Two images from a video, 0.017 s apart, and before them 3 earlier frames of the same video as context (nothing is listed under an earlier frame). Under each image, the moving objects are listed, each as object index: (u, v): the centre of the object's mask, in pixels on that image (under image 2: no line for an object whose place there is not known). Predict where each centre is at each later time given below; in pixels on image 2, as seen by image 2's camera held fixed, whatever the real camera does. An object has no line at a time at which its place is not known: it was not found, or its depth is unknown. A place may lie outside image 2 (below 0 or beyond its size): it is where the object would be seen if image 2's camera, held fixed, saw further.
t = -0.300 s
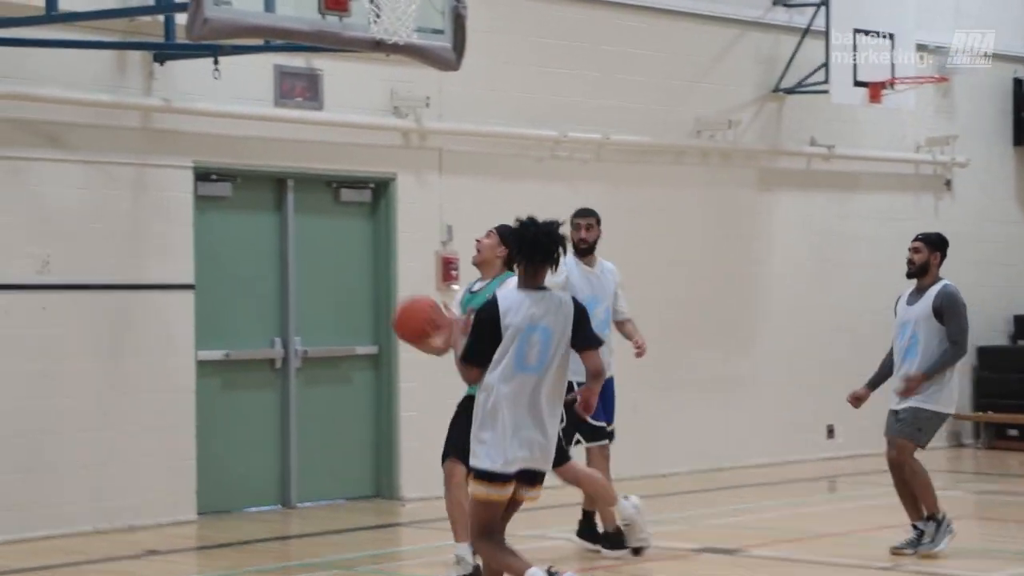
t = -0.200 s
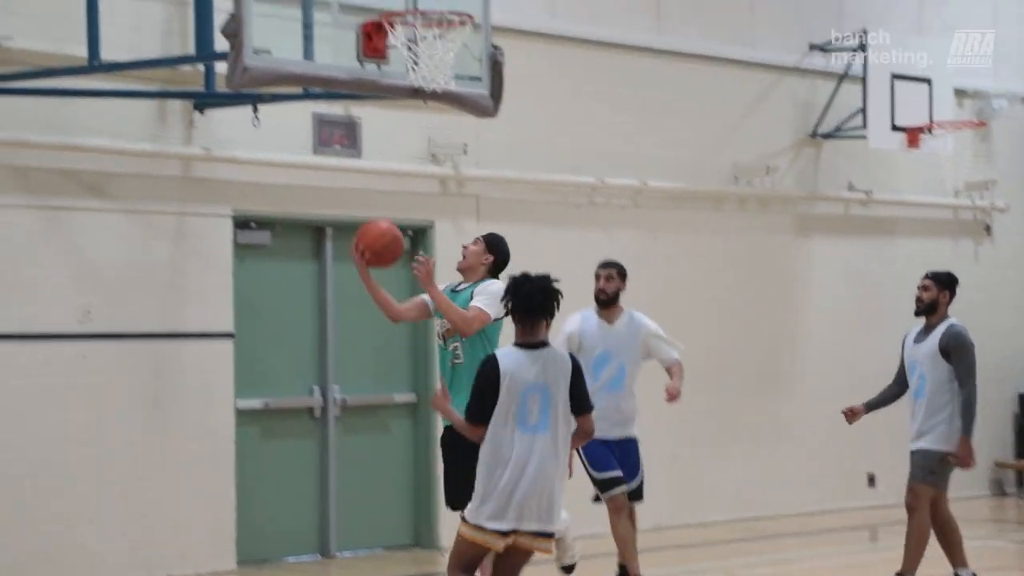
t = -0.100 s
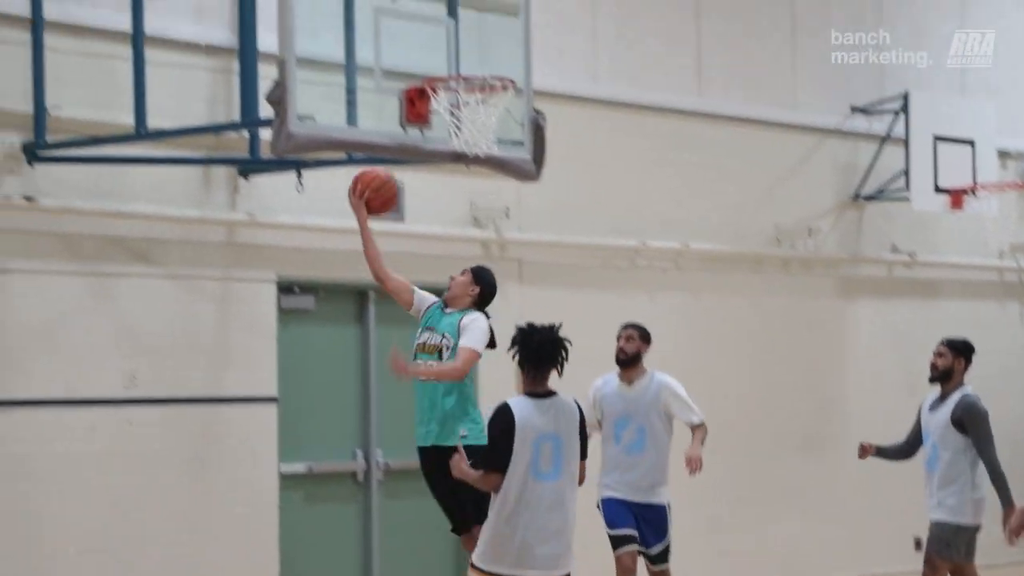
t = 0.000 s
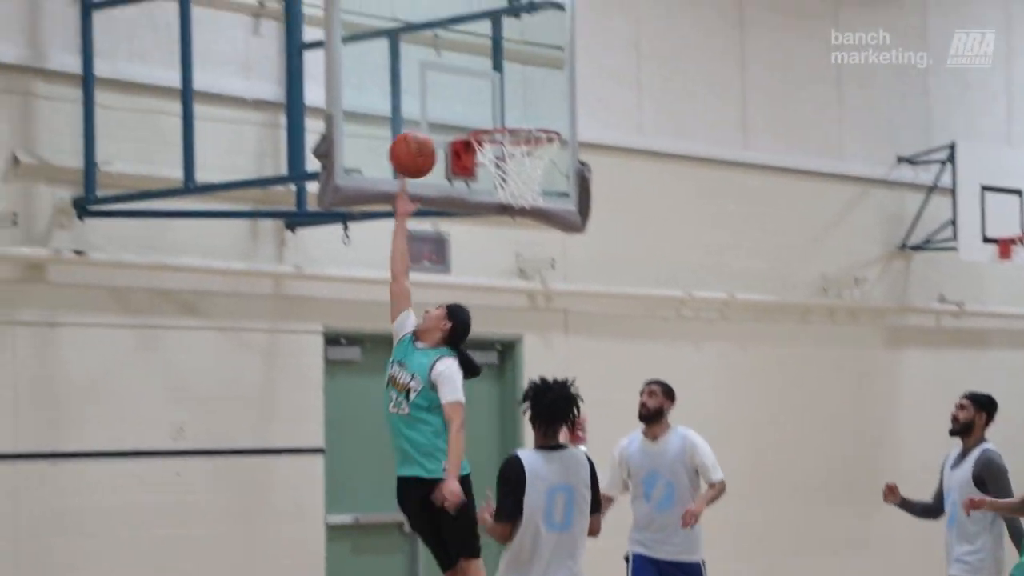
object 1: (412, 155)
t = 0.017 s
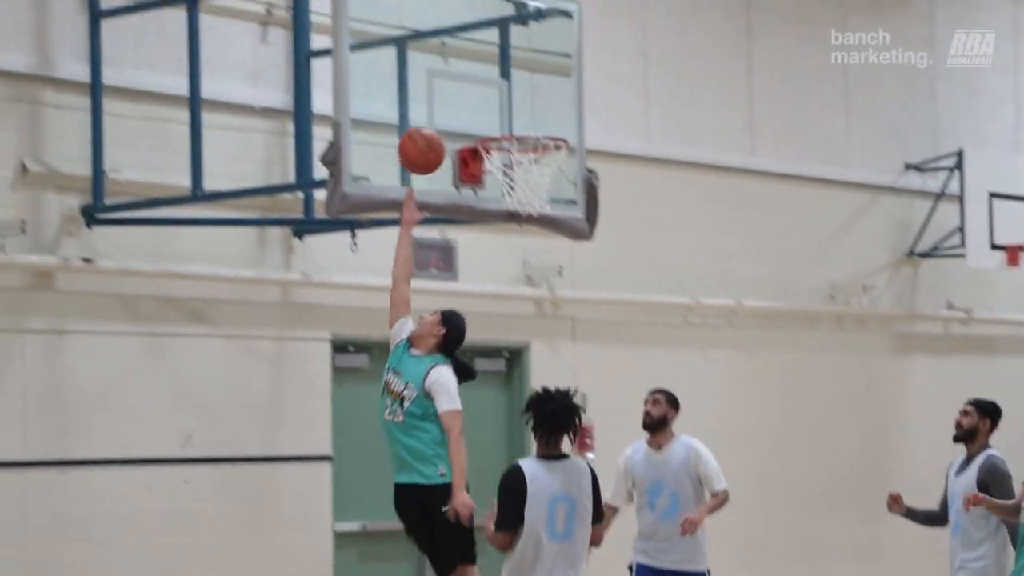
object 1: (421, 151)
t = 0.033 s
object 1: (422, 140)
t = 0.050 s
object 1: (423, 129)
